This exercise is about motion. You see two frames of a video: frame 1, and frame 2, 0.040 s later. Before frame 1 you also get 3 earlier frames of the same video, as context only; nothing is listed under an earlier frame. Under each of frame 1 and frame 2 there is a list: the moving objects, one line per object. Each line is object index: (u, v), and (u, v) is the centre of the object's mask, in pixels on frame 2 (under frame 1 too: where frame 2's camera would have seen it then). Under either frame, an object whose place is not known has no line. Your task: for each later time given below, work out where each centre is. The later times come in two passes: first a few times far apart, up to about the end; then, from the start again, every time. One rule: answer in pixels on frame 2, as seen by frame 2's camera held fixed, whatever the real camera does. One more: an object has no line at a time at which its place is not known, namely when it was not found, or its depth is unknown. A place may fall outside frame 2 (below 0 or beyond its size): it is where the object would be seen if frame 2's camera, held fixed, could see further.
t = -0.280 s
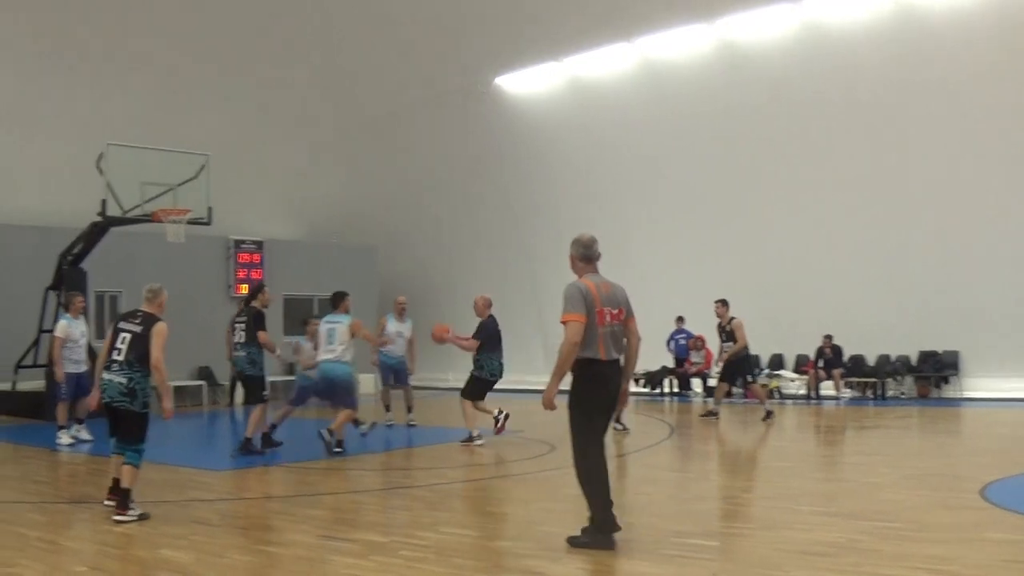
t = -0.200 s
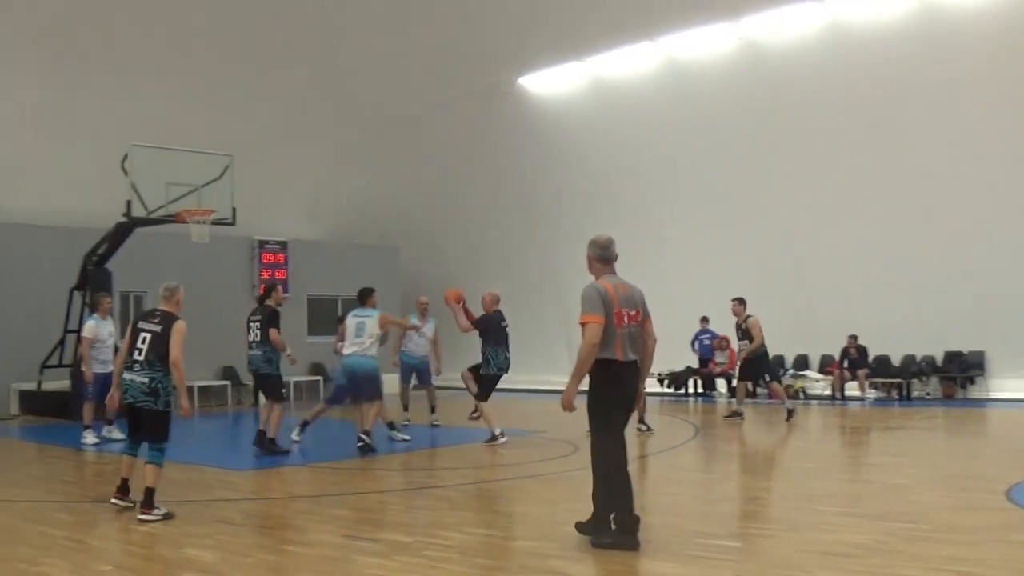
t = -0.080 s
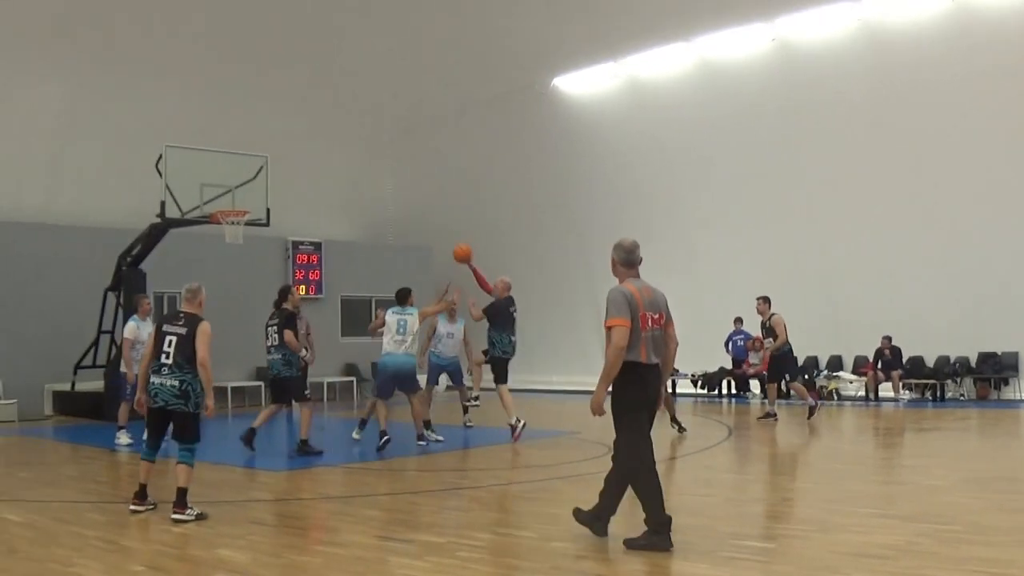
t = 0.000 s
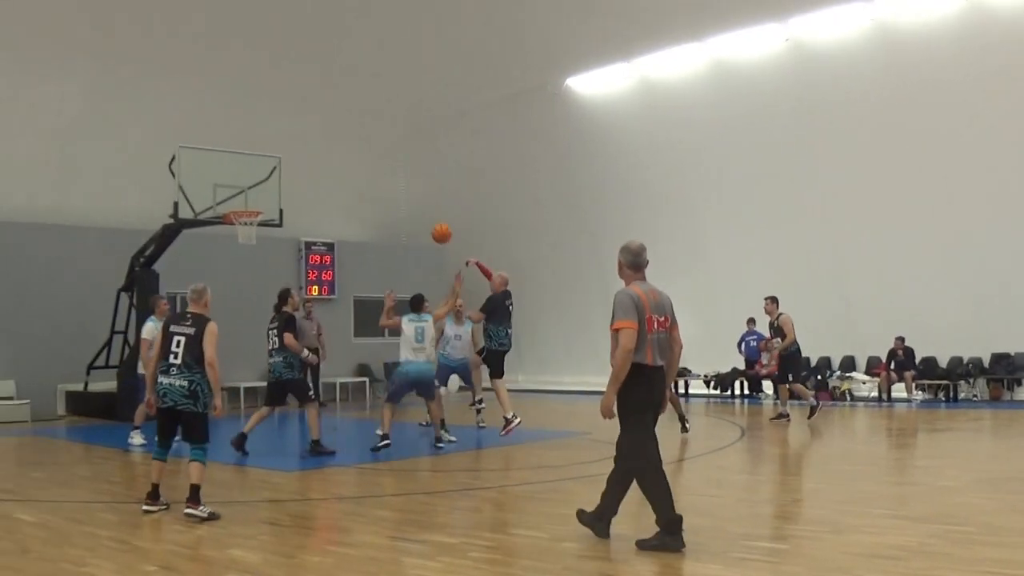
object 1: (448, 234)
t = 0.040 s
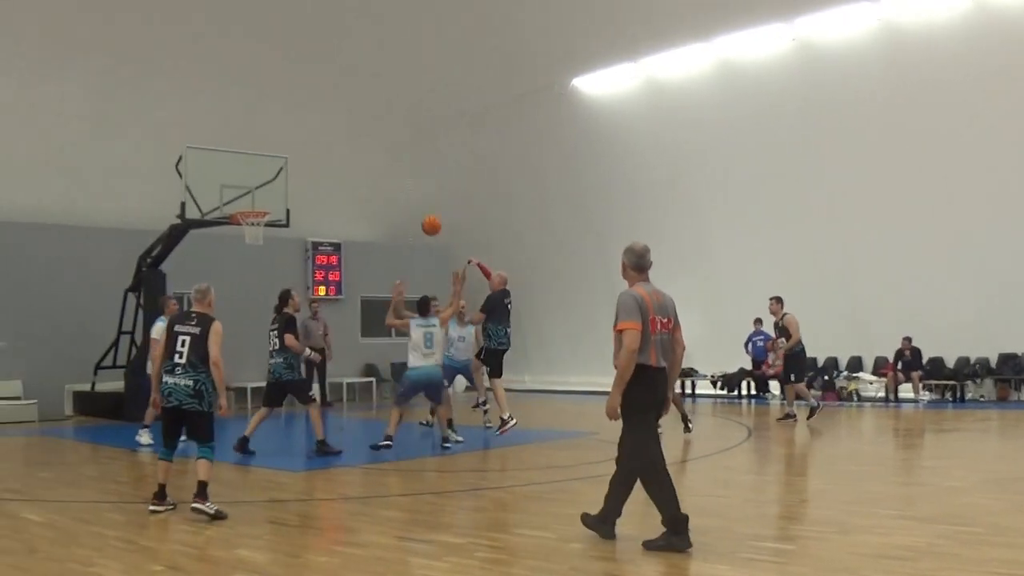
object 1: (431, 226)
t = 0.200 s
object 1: (363, 204)
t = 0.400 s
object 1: (279, 203)
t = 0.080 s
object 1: (414, 218)
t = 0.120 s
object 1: (397, 212)
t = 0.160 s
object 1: (380, 208)
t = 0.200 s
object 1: (363, 204)
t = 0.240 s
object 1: (346, 201)
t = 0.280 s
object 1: (330, 200)
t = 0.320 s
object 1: (313, 200)
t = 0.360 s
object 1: (297, 201)
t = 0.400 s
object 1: (279, 203)
